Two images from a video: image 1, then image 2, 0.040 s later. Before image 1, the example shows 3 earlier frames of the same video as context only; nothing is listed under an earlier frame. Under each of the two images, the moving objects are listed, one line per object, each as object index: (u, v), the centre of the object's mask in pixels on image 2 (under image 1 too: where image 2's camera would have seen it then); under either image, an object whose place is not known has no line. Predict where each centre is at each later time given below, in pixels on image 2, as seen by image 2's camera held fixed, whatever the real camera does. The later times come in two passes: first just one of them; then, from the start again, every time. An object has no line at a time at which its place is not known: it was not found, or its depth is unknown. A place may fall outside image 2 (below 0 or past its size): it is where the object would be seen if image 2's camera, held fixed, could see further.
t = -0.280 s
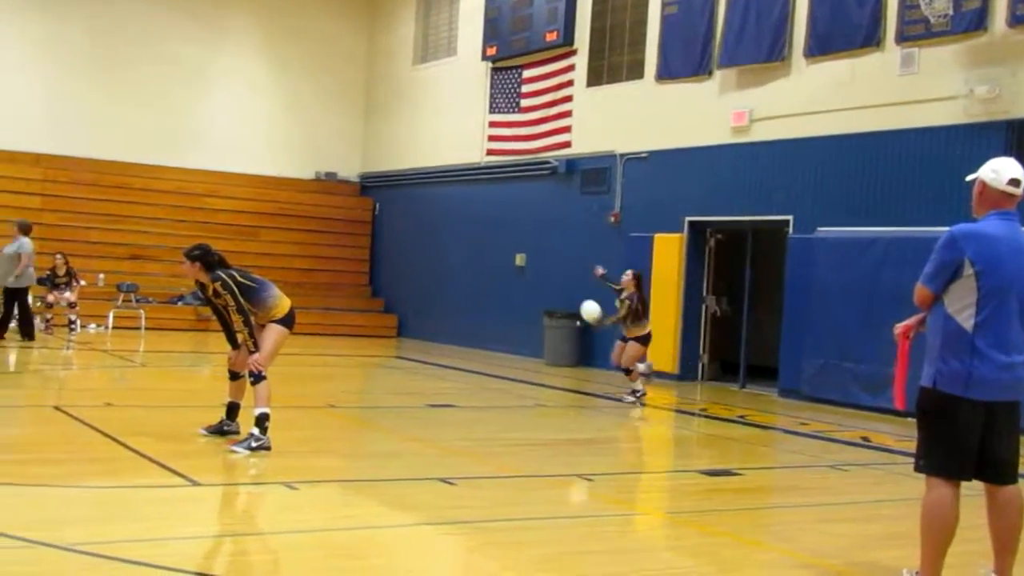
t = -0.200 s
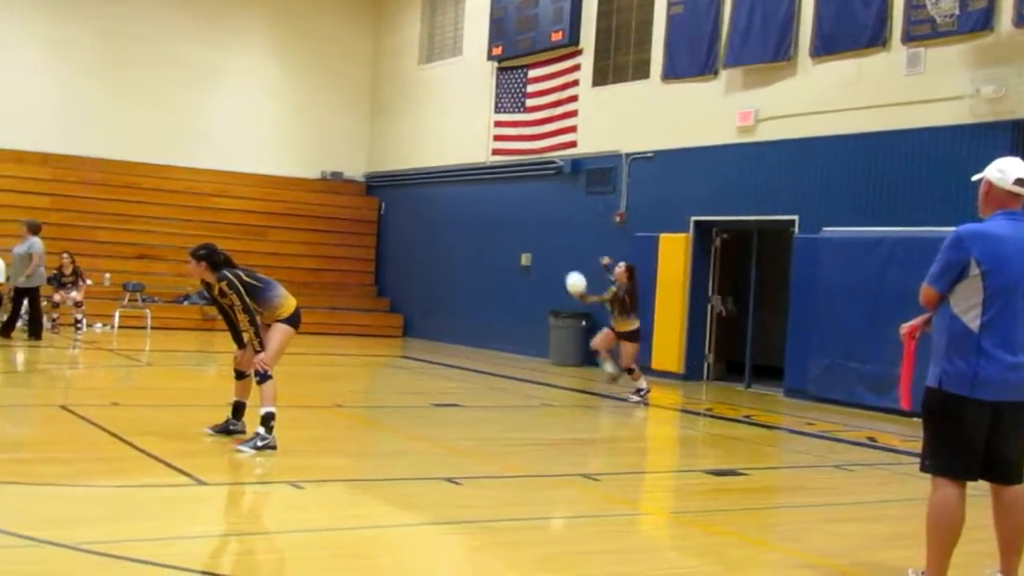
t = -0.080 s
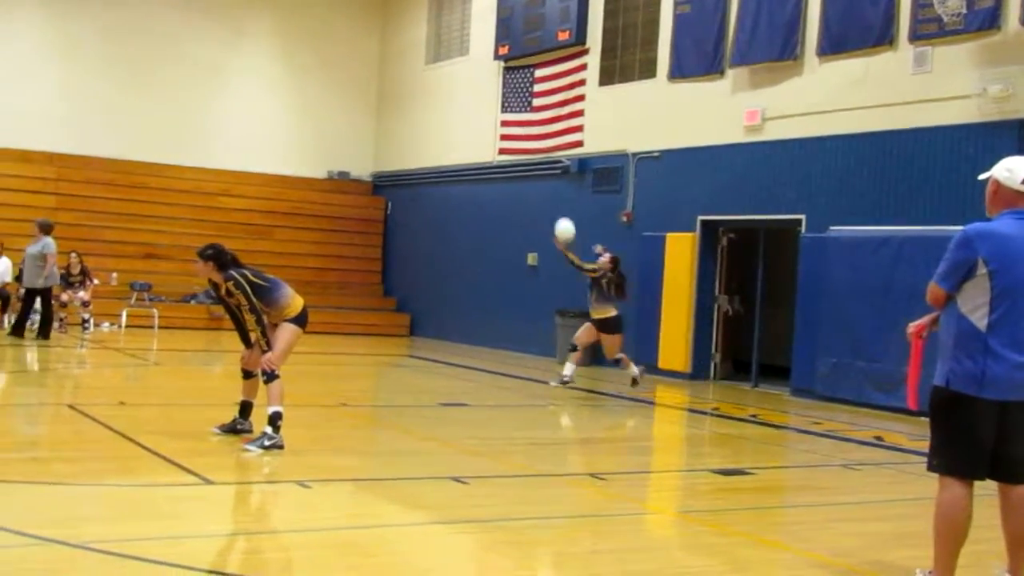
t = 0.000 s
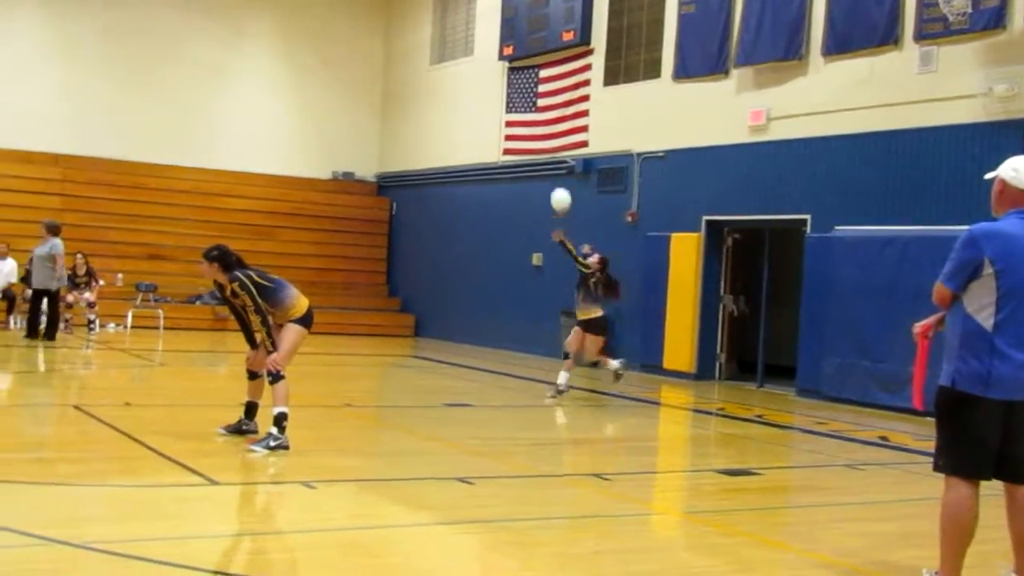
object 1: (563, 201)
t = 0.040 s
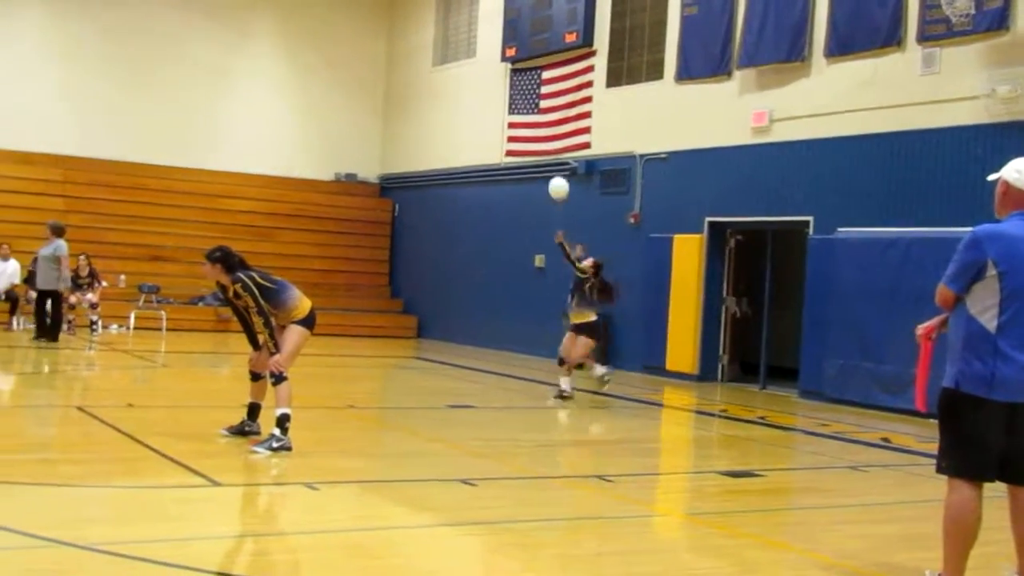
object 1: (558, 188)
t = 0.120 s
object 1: (549, 166)
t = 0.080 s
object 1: (554, 176)
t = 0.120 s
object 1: (549, 166)
